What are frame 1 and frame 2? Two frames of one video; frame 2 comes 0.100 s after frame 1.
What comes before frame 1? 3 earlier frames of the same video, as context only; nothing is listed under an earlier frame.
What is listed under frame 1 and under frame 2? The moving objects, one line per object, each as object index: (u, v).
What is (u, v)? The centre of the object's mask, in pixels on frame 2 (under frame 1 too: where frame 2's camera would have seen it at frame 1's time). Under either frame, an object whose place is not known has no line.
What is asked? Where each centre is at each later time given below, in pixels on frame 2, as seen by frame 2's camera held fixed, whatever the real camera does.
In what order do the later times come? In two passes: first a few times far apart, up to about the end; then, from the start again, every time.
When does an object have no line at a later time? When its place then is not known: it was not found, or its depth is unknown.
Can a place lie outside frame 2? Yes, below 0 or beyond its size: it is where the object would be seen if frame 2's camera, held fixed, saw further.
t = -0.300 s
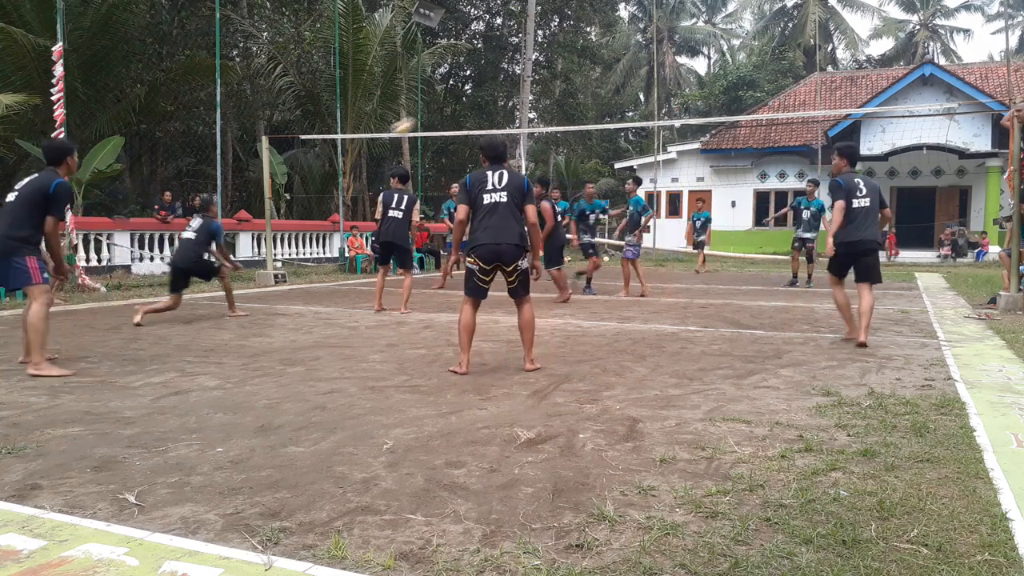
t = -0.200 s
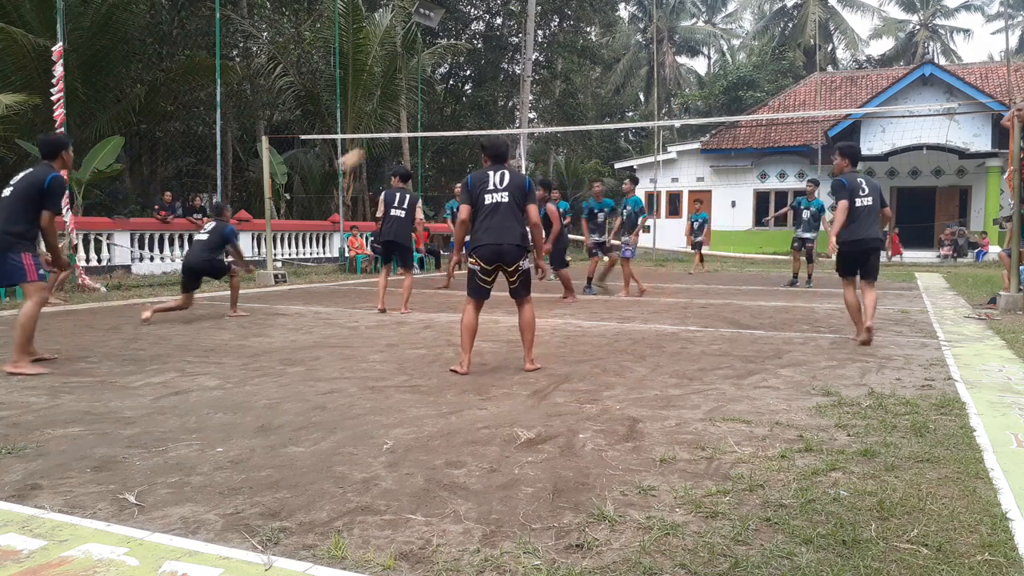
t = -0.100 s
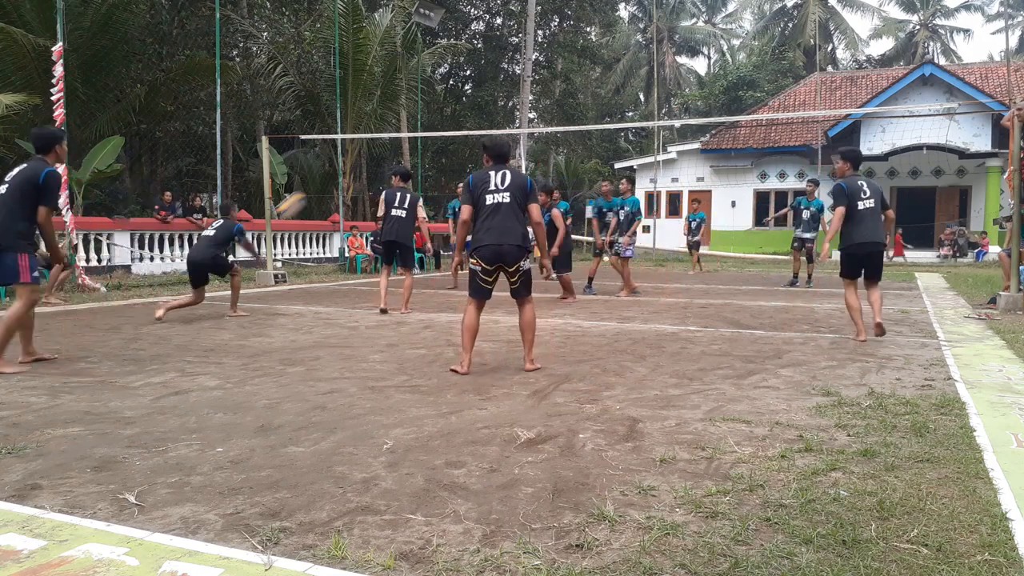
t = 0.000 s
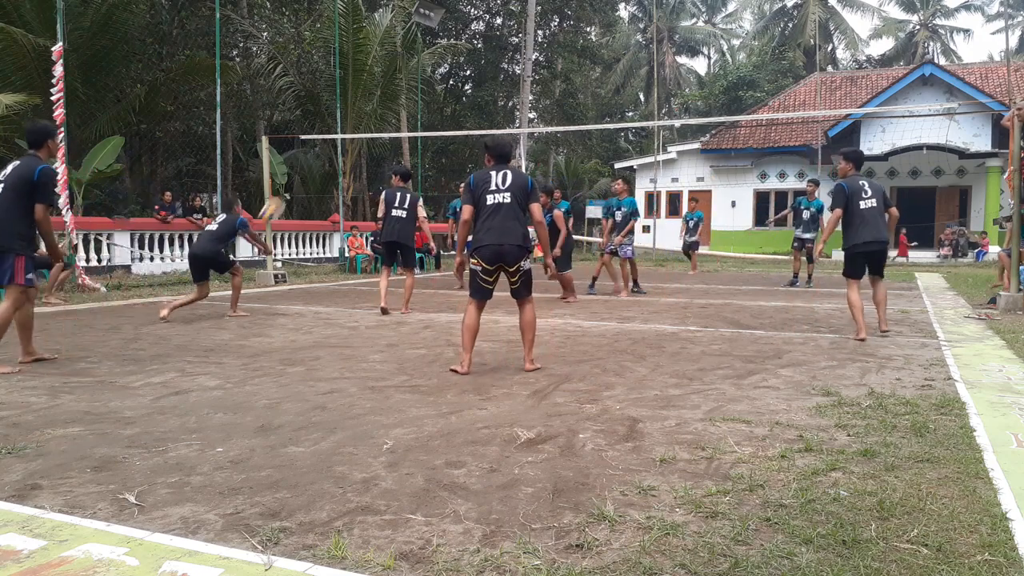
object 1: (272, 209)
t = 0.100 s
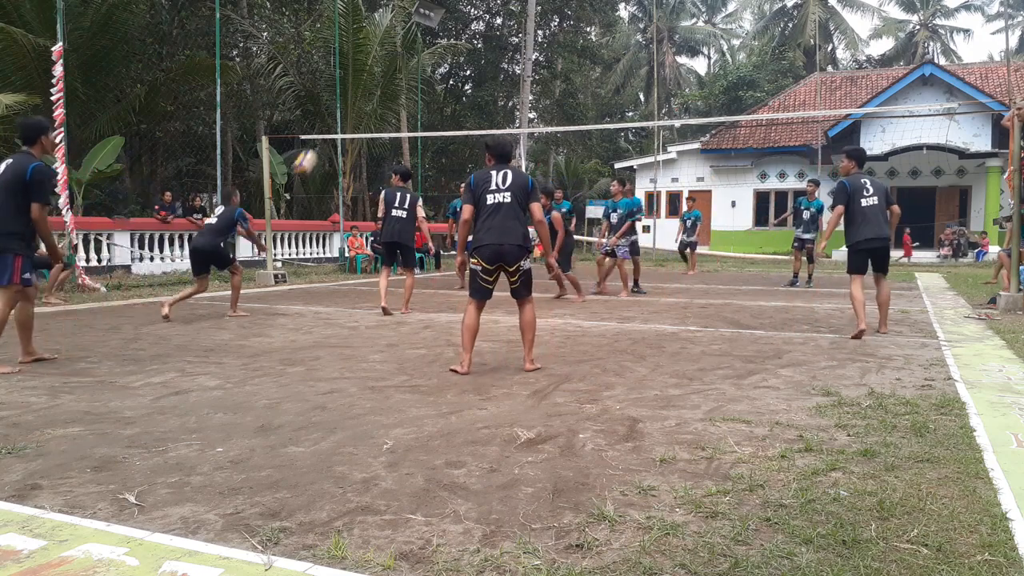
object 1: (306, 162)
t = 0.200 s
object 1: (336, 124)
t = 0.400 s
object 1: (394, 76)
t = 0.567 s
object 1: (439, 62)
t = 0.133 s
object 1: (316, 148)
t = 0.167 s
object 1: (327, 135)
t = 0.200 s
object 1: (336, 124)
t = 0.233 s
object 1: (347, 113)
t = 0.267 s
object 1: (356, 105)
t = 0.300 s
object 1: (367, 95)
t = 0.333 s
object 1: (376, 88)
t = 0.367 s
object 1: (385, 82)
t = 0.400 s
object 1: (394, 76)
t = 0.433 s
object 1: (404, 70)
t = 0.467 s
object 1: (413, 68)
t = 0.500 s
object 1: (422, 64)
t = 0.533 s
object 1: (431, 63)
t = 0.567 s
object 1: (439, 62)
